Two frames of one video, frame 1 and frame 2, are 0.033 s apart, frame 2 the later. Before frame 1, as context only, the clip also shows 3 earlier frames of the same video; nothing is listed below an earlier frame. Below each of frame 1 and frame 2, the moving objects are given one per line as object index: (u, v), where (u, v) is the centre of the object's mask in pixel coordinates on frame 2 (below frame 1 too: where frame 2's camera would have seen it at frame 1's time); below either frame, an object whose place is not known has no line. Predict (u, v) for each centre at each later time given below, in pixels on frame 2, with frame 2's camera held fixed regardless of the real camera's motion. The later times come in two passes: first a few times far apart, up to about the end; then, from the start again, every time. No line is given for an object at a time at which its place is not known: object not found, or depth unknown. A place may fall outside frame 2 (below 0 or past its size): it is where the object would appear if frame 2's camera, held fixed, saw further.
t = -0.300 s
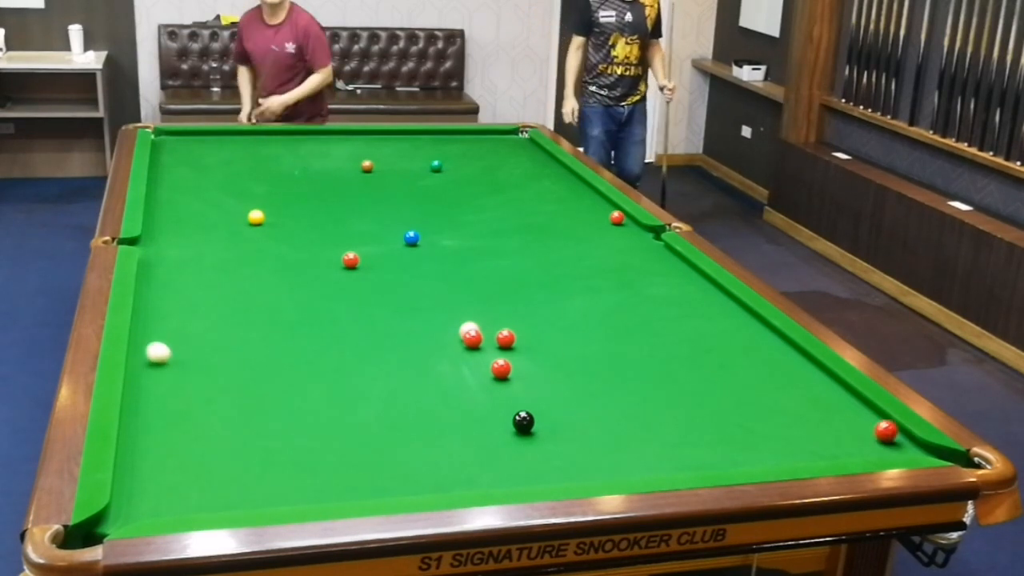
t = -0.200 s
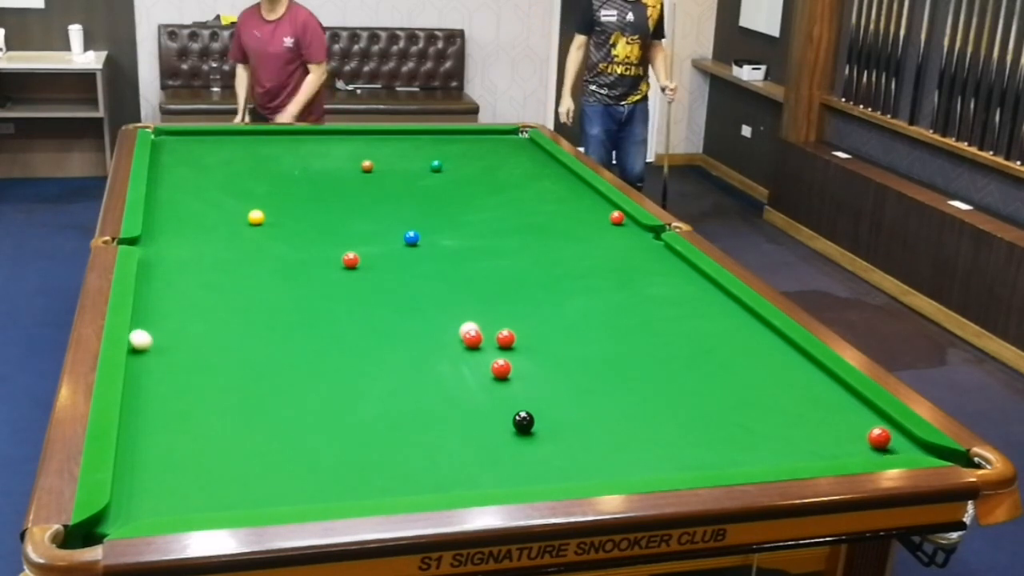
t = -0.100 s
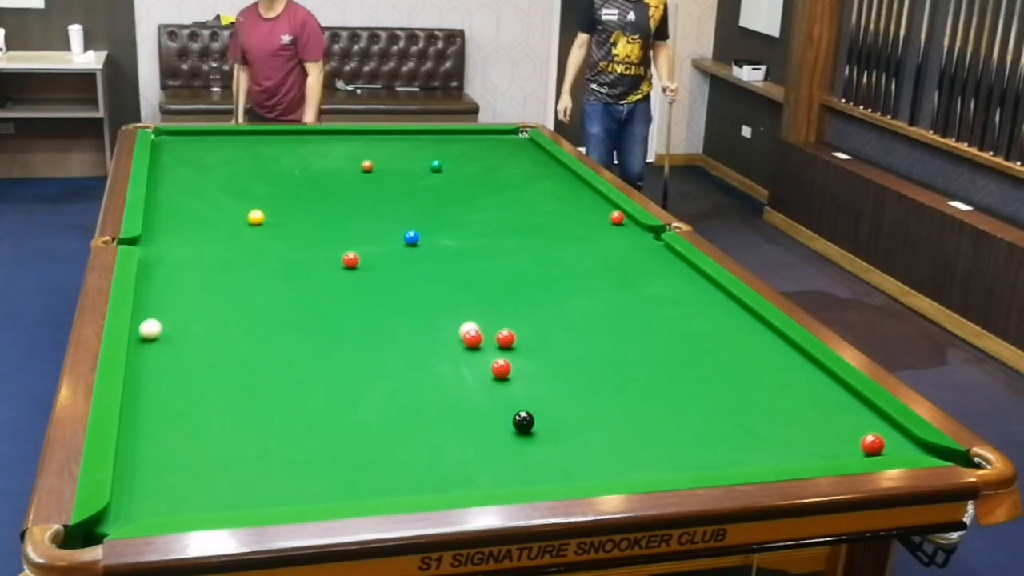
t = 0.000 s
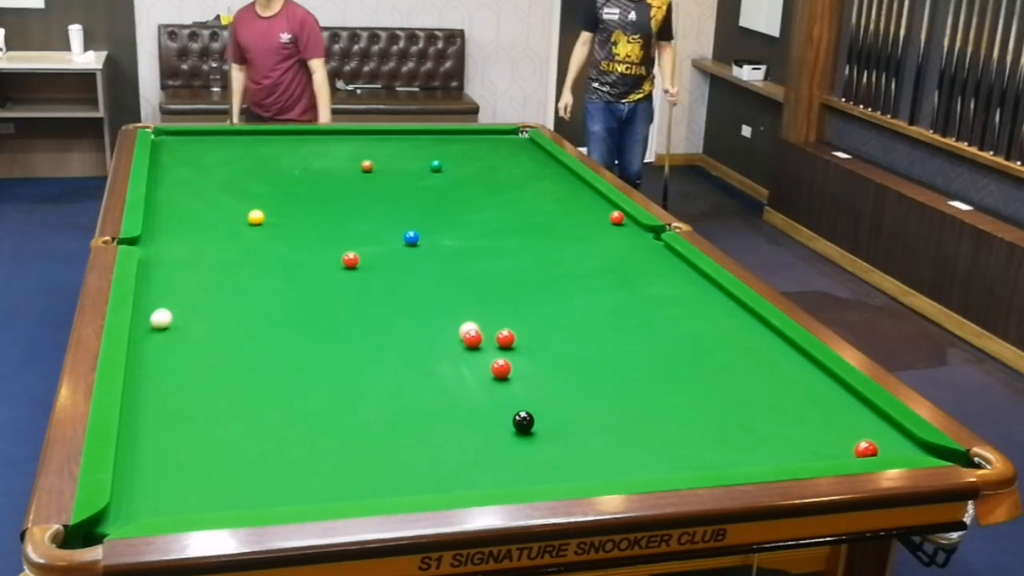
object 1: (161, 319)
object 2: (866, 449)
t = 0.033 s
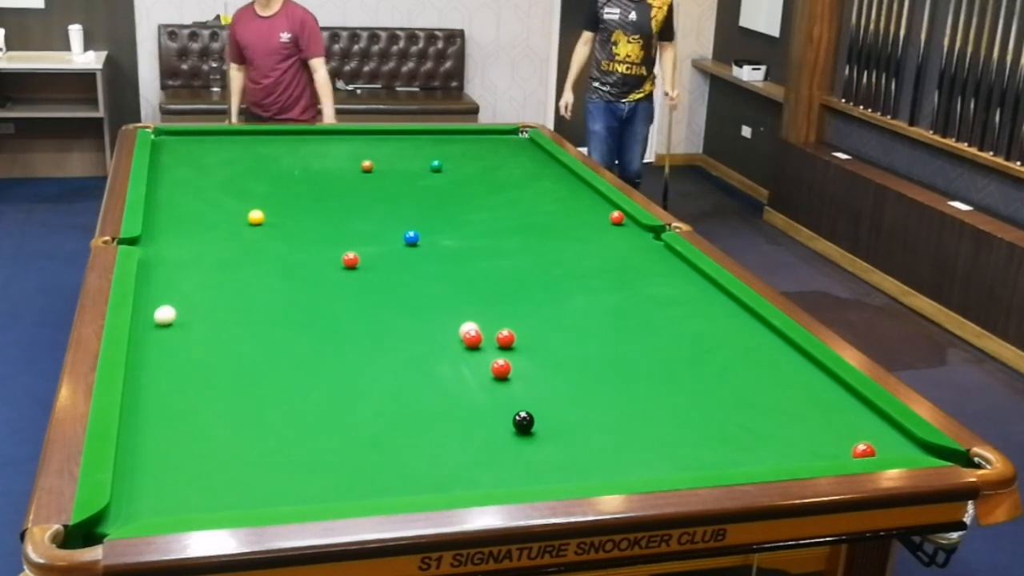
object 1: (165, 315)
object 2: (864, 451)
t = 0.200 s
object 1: (181, 300)
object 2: (842, 451)
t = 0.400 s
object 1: (199, 283)
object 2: (814, 449)
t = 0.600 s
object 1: (215, 267)
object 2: (788, 445)
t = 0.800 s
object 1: (230, 254)
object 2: (763, 441)
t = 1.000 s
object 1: (243, 241)
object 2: (740, 437)
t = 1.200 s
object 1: (254, 230)
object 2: (719, 434)
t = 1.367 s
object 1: (264, 221)
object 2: (702, 432)
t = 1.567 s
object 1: (283, 215)
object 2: (684, 429)
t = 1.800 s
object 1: (306, 210)
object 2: (665, 426)
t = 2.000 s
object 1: (323, 205)
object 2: (650, 423)
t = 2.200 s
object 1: (339, 201)
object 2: (637, 421)
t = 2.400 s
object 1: (354, 197)
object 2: (625, 420)
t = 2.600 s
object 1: (368, 193)
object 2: (615, 418)
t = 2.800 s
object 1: (381, 190)
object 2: (607, 416)
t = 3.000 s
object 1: (393, 187)
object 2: (600, 415)
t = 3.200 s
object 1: (404, 184)
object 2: (594, 414)
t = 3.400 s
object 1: (414, 181)
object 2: (590, 413)
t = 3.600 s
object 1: (424, 179)
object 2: (588, 412)
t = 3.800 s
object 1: (432, 177)
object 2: (586, 412)
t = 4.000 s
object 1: (441, 175)
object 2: (587, 412)
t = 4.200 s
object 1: (448, 173)
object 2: (586, 412)
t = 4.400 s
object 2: (587, 412)
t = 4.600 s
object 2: (586, 413)
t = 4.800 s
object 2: (586, 413)
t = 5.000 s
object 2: (586, 413)
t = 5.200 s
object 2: (586, 413)
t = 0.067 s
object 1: (168, 312)
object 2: (861, 452)
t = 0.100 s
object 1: (171, 309)
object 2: (857, 452)
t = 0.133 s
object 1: (174, 306)
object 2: (852, 452)
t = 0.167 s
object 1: (178, 303)
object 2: (847, 451)
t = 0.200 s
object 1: (181, 300)
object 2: (842, 451)
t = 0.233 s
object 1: (184, 297)
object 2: (837, 451)
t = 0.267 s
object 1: (187, 294)
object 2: (832, 450)
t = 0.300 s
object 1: (190, 291)
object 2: (828, 450)
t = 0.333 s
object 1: (193, 288)
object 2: (823, 450)
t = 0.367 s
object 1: (196, 285)
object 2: (819, 449)
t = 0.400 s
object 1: (199, 283)
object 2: (814, 449)
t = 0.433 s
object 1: (202, 280)
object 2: (809, 448)
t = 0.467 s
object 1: (205, 277)
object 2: (805, 448)
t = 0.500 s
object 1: (207, 275)
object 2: (801, 447)
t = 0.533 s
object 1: (210, 272)
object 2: (796, 447)
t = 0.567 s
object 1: (213, 270)
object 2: (792, 446)
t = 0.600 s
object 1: (215, 267)
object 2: (788, 445)
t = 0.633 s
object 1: (218, 265)
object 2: (783, 445)
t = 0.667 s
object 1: (220, 263)
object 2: (779, 444)
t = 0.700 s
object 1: (223, 260)
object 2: (775, 443)
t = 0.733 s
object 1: (225, 258)
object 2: (771, 442)
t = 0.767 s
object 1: (227, 256)
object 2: (767, 441)
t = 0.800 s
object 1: (230, 254)
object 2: (763, 441)
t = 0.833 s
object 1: (232, 252)
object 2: (759, 440)
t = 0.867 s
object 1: (234, 249)
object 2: (755, 440)
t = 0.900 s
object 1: (236, 247)
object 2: (751, 439)
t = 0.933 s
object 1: (238, 245)
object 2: (747, 439)
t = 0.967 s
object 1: (240, 243)
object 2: (744, 438)
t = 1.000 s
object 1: (243, 241)
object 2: (740, 437)
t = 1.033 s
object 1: (245, 239)
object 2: (736, 437)
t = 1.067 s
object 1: (247, 237)
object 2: (733, 436)
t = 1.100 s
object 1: (249, 235)
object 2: (729, 436)
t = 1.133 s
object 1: (251, 234)
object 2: (725, 435)
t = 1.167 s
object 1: (253, 232)
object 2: (722, 435)
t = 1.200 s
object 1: (254, 230)
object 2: (719, 434)
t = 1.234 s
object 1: (257, 228)
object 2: (715, 433)
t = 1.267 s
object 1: (259, 226)
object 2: (712, 433)
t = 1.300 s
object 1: (260, 225)
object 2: (709, 433)
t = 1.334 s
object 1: (263, 223)
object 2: (705, 432)
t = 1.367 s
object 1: (264, 221)
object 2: (702, 432)
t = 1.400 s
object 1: (267, 220)
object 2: (699, 431)
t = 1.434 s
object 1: (270, 219)
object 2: (696, 431)
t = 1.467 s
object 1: (273, 218)
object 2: (693, 430)
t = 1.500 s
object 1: (277, 217)
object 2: (690, 430)
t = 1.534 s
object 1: (280, 216)
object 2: (687, 429)
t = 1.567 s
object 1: (283, 215)
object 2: (684, 429)
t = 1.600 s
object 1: (287, 214)
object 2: (681, 428)
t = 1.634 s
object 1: (290, 214)
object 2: (678, 428)
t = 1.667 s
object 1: (293, 213)
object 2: (675, 427)
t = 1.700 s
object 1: (296, 212)
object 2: (673, 427)
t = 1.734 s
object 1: (300, 211)
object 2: (670, 426)
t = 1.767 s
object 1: (303, 210)
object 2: (668, 426)
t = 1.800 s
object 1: (306, 210)
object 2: (665, 426)
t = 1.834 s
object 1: (309, 209)
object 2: (662, 425)
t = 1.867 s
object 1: (311, 208)
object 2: (660, 425)
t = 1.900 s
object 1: (314, 207)
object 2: (657, 424)
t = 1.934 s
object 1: (317, 207)
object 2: (655, 424)
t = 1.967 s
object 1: (320, 206)
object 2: (652, 424)
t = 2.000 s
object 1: (323, 205)
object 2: (650, 423)
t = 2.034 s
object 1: (326, 204)
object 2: (648, 423)
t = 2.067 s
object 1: (328, 204)
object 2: (646, 423)
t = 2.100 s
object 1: (331, 203)
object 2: (643, 422)
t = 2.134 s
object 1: (334, 202)
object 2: (641, 422)
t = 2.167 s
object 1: (336, 202)
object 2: (639, 422)
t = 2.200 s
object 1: (339, 201)
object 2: (637, 421)
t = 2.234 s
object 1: (342, 200)
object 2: (635, 421)
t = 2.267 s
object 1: (344, 200)
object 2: (633, 421)
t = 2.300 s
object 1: (347, 199)
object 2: (631, 420)
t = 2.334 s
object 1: (349, 198)
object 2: (629, 420)
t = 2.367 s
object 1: (351, 198)
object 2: (627, 420)
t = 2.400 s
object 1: (354, 197)
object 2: (625, 420)
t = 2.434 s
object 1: (356, 196)
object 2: (623, 419)
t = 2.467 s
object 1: (359, 196)
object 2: (622, 419)
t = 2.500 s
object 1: (361, 195)
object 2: (620, 419)
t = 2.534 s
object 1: (363, 195)
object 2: (619, 418)
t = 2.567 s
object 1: (365, 194)
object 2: (617, 418)
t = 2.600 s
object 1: (368, 193)
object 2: (615, 418)
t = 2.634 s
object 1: (370, 193)
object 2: (614, 417)
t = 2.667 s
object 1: (372, 192)
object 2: (612, 417)
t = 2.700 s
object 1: (374, 192)
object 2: (611, 417)
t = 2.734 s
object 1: (376, 191)
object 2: (610, 417)
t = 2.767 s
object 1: (379, 191)
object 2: (608, 417)
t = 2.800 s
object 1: (381, 190)
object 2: (607, 416)
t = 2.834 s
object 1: (383, 190)
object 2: (606, 416)
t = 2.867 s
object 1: (385, 189)
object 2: (605, 416)
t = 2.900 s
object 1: (387, 189)
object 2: (603, 415)
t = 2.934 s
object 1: (389, 188)
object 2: (602, 415)
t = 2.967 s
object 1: (391, 188)
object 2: (601, 415)
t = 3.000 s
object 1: (393, 187)
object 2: (600, 415)
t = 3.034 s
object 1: (394, 186)
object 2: (599, 414)
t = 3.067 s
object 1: (396, 186)
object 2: (598, 414)
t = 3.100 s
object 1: (398, 186)
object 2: (597, 414)
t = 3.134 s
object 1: (400, 185)
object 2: (596, 414)
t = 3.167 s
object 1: (402, 185)
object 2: (595, 414)
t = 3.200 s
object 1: (404, 184)
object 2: (594, 414)
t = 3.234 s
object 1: (405, 184)
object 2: (594, 414)
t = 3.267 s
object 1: (407, 183)
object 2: (593, 413)
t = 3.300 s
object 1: (409, 183)
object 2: (592, 413)
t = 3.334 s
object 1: (411, 182)
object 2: (591, 413)
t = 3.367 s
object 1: (412, 182)
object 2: (591, 413)
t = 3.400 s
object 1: (414, 181)
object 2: (590, 413)
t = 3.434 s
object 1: (416, 181)
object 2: (590, 413)
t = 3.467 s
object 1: (417, 181)
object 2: (589, 413)
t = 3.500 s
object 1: (419, 180)
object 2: (589, 412)
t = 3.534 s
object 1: (420, 180)
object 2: (588, 412)
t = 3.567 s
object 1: (422, 179)
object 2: (588, 412)
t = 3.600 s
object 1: (424, 179)
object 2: (588, 412)
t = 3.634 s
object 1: (425, 179)
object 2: (587, 412)
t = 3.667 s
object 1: (427, 178)
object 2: (587, 412)
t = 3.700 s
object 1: (428, 178)
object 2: (587, 412)
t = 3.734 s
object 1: (429, 178)
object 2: (586, 412)
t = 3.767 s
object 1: (431, 177)
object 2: (586, 412)
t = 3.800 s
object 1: (432, 177)
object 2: (586, 412)
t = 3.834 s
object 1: (434, 176)
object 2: (586, 412)
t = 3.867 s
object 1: (435, 176)
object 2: (586, 412)
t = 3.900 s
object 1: (437, 176)
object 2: (586, 412)
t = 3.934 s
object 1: (438, 175)
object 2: (586, 413)
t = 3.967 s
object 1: (439, 175)
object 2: (587, 412)
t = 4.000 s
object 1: (441, 175)
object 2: (587, 412)
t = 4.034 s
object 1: (442, 174)
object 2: (586, 412)
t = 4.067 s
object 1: (443, 174)
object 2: (586, 413)
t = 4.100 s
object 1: (445, 174)
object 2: (586, 413)
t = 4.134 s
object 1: (446, 173)
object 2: (586, 413)
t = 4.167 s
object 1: (447, 173)
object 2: (586, 413)
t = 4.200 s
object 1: (448, 173)
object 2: (586, 412)
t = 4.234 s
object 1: (449, 172)
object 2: (586, 413)
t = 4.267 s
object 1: (451, 172)
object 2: (586, 412)
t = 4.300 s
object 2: (586, 412)
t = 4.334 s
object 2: (586, 412)
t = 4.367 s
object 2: (586, 412)
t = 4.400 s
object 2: (587, 412)
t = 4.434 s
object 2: (587, 413)
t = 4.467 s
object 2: (586, 412)
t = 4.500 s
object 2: (586, 413)
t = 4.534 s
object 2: (586, 413)
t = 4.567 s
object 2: (586, 413)
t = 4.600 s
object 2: (586, 413)
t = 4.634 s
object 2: (586, 413)
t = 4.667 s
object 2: (586, 413)
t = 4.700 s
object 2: (586, 413)
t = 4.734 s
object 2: (586, 412)
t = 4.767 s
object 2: (586, 413)
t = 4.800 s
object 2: (586, 413)
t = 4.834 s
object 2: (586, 413)
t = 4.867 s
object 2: (586, 413)
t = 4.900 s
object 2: (586, 413)
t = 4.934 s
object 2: (586, 413)
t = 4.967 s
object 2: (586, 413)
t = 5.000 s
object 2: (586, 413)
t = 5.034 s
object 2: (586, 413)
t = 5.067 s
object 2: (586, 413)
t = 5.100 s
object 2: (587, 413)
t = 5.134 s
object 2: (587, 413)
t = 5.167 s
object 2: (587, 413)
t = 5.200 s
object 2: (586, 413)
